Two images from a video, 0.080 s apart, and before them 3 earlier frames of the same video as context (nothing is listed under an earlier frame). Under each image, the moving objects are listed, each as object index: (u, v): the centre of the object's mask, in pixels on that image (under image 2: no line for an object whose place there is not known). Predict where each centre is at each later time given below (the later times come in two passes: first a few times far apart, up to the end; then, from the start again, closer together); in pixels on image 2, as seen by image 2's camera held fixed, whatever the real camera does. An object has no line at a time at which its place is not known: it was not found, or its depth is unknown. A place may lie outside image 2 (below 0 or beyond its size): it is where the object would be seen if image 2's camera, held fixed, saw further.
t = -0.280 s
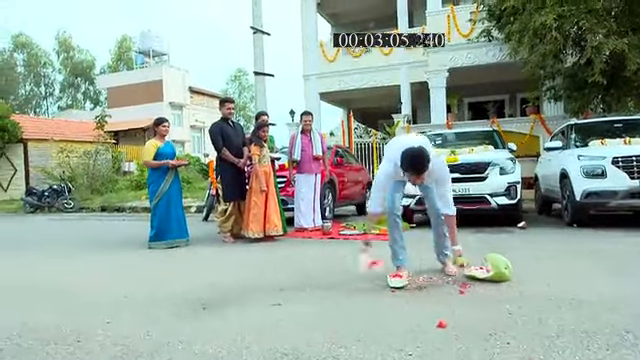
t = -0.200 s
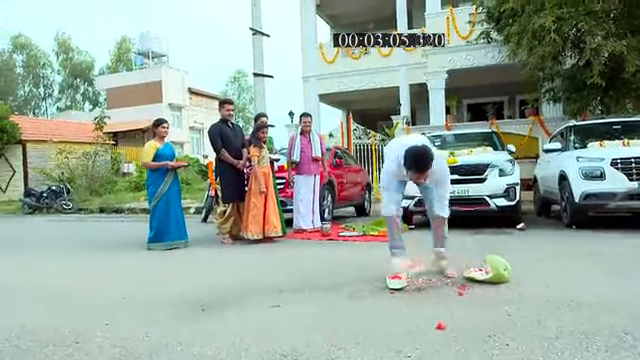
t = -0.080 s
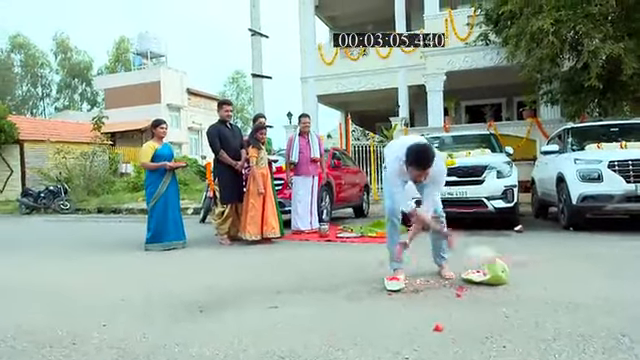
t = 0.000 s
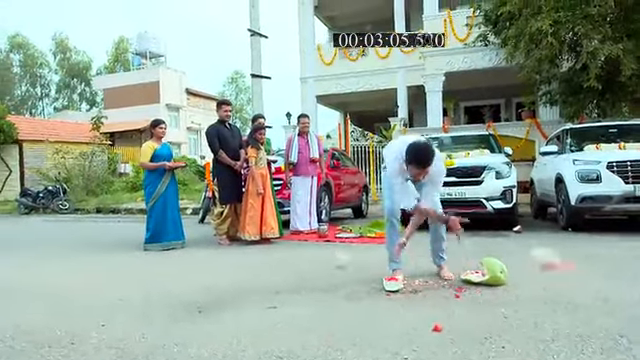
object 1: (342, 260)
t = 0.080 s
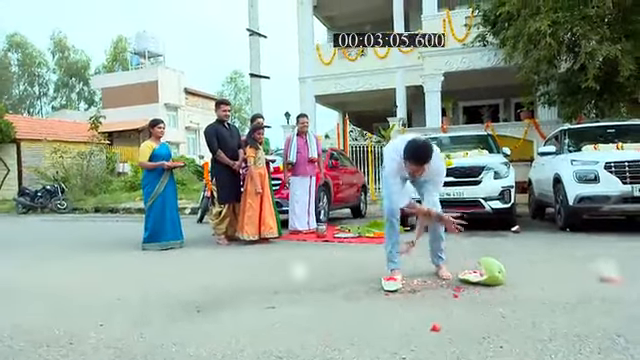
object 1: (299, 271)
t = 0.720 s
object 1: (110, 296)
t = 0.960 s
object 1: (88, 300)
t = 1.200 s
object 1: (76, 303)
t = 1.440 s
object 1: (74, 304)
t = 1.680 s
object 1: (73, 304)
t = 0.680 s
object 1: (116, 296)
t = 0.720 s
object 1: (110, 296)
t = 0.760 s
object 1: (106, 295)
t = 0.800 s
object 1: (102, 294)
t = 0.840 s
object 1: (99, 295)
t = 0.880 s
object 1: (96, 296)
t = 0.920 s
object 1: (91, 298)
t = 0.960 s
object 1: (88, 300)
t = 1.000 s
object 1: (84, 300)
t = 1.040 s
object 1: (82, 301)
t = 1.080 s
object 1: (79, 301)
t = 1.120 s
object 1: (76, 302)
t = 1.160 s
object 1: (76, 303)
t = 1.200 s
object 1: (76, 303)
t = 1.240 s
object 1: (75, 304)
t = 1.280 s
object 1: (74, 304)
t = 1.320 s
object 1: (74, 304)
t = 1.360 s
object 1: (74, 305)
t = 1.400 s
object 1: (73, 305)
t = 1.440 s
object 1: (74, 304)
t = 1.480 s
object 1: (73, 305)
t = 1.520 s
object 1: (73, 305)
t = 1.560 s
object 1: (73, 305)
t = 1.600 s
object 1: (73, 305)
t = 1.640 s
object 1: (73, 305)
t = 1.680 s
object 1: (73, 304)
